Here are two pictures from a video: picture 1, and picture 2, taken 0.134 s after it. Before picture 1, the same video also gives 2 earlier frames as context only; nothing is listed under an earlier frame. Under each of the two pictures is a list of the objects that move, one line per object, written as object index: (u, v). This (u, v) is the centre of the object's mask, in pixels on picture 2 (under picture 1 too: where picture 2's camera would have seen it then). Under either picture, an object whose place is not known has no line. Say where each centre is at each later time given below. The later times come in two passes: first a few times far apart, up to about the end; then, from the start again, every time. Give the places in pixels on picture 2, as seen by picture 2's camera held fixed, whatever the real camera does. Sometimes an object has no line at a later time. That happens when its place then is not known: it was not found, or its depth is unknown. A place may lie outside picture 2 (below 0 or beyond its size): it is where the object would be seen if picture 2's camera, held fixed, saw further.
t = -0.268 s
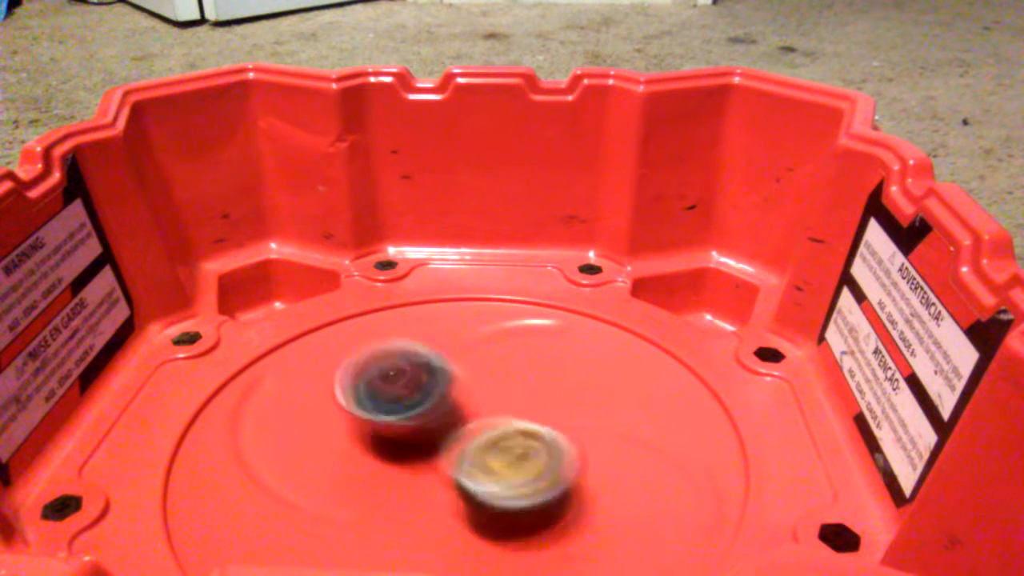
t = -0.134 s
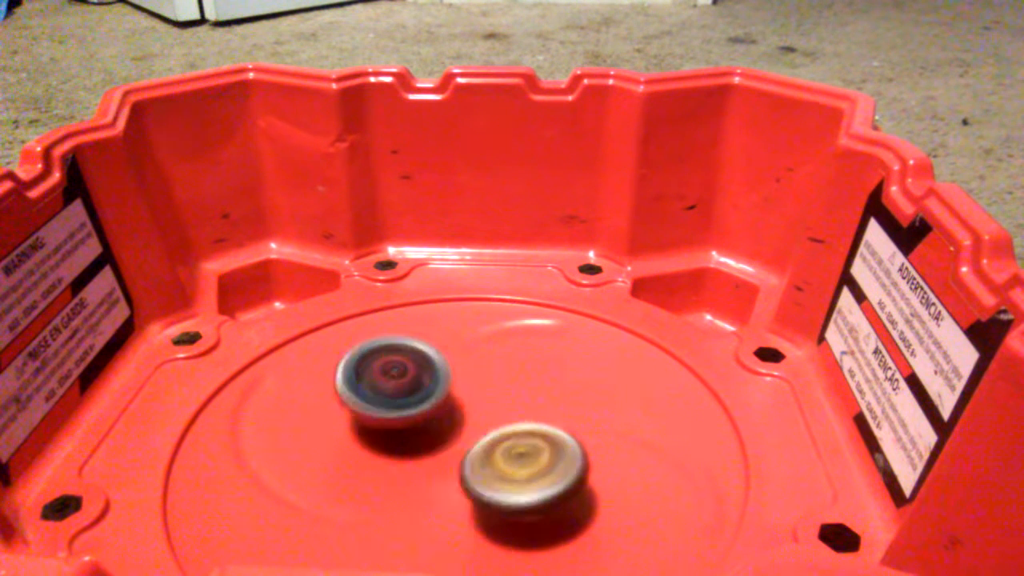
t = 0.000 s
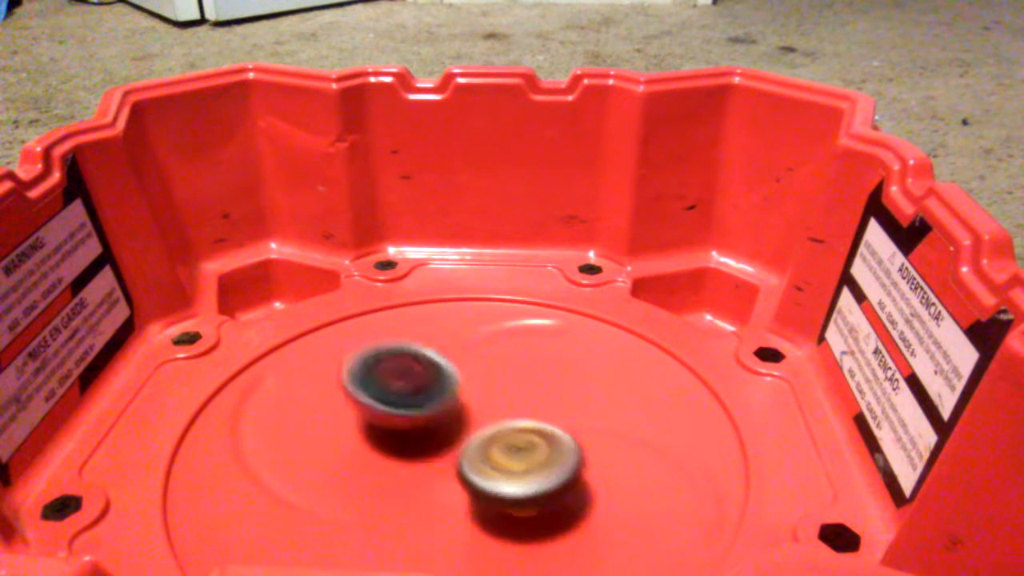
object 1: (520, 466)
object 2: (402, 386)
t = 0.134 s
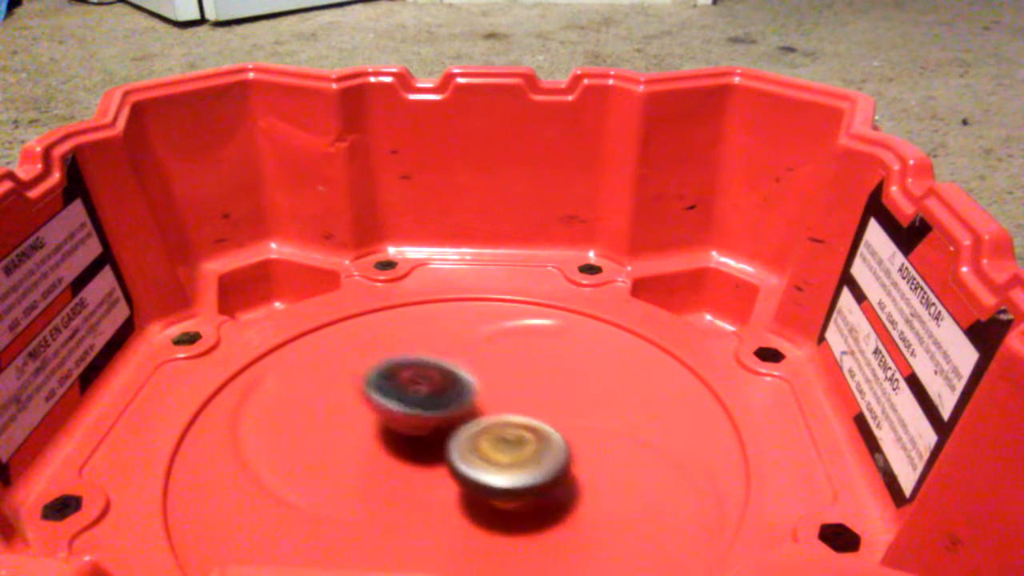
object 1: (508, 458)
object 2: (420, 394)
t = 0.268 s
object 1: (503, 455)
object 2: (419, 390)
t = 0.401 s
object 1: (499, 451)
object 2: (426, 385)
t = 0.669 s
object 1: (499, 450)
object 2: (429, 380)
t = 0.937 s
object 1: (502, 462)
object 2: (421, 388)
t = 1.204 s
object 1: (497, 471)
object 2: (419, 400)
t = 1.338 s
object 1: (490, 473)
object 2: (422, 399)
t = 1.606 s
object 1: (480, 472)
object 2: (423, 391)
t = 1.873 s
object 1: (478, 465)
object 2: (430, 381)
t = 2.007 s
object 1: (479, 462)
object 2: (440, 381)
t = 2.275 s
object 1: (481, 480)
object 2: (452, 374)
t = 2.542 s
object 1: (474, 473)
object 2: (478, 390)
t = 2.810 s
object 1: (463, 465)
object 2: (480, 376)
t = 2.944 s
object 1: (458, 463)
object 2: (477, 375)
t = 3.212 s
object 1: (455, 471)
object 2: (475, 389)
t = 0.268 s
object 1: (503, 455)
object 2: (419, 390)
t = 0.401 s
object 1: (499, 451)
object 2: (426, 385)
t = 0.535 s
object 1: (499, 451)
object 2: (426, 379)
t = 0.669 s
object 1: (499, 450)
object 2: (429, 380)
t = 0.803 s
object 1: (497, 453)
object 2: (424, 384)
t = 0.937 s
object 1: (502, 462)
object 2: (421, 388)
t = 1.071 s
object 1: (500, 465)
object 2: (425, 397)
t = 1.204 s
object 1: (497, 471)
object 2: (419, 400)
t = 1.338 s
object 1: (490, 473)
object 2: (422, 399)
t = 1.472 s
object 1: (486, 476)
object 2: (419, 393)
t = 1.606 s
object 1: (480, 472)
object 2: (423, 391)
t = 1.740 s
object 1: (477, 471)
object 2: (423, 383)
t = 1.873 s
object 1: (478, 465)
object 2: (430, 381)
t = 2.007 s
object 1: (479, 462)
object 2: (440, 381)
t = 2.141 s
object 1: (477, 474)
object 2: (443, 374)
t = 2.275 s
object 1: (481, 480)
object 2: (452, 374)
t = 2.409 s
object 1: (479, 479)
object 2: (465, 383)
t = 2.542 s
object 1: (474, 473)
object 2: (478, 390)
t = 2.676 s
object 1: (464, 473)
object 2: (480, 381)
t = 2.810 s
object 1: (463, 465)
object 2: (480, 376)
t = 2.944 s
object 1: (458, 463)
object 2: (477, 375)
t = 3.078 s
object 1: (457, 469)
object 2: (472, 381)
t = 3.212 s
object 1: (455, 471)
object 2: (475, 389)
